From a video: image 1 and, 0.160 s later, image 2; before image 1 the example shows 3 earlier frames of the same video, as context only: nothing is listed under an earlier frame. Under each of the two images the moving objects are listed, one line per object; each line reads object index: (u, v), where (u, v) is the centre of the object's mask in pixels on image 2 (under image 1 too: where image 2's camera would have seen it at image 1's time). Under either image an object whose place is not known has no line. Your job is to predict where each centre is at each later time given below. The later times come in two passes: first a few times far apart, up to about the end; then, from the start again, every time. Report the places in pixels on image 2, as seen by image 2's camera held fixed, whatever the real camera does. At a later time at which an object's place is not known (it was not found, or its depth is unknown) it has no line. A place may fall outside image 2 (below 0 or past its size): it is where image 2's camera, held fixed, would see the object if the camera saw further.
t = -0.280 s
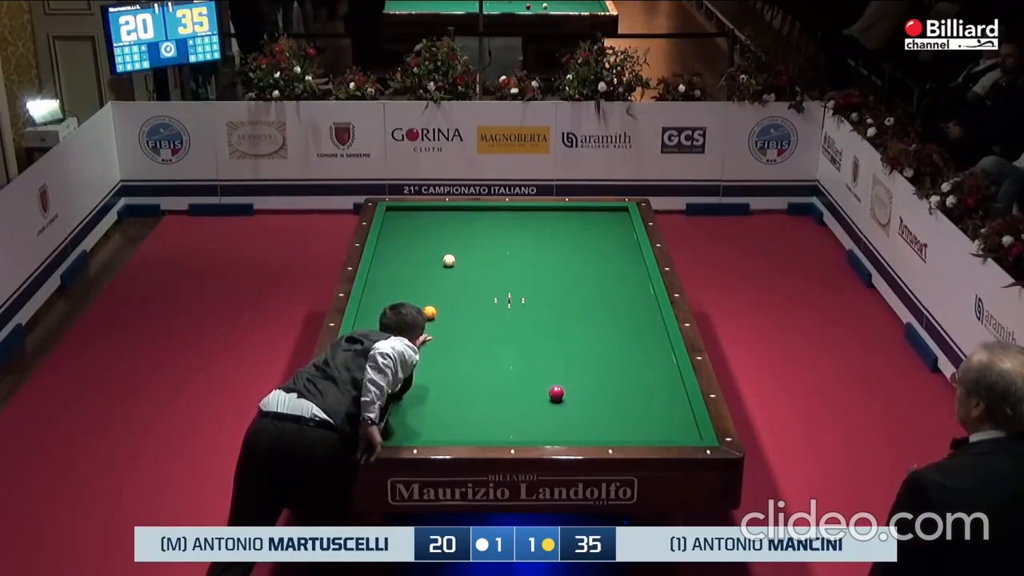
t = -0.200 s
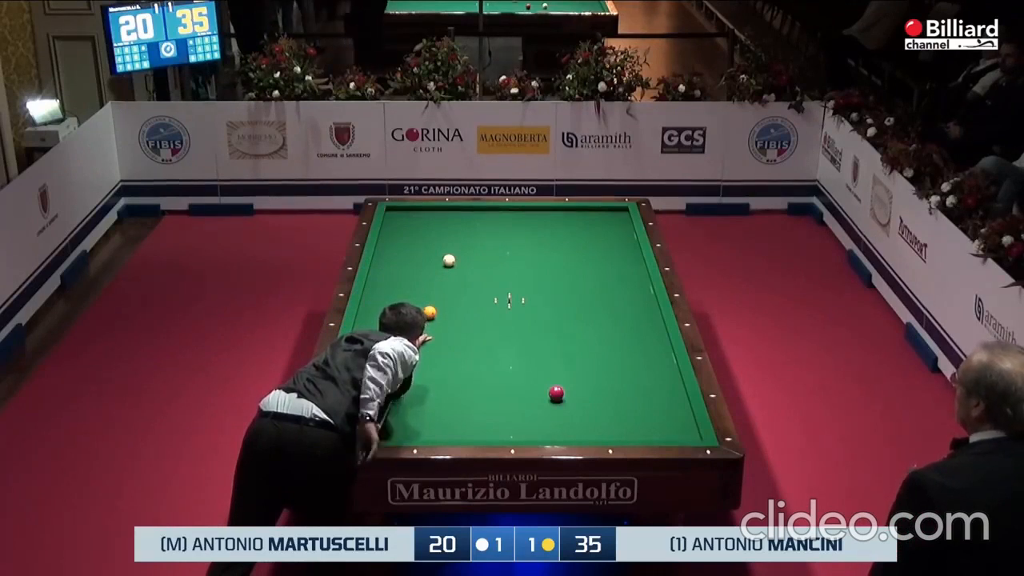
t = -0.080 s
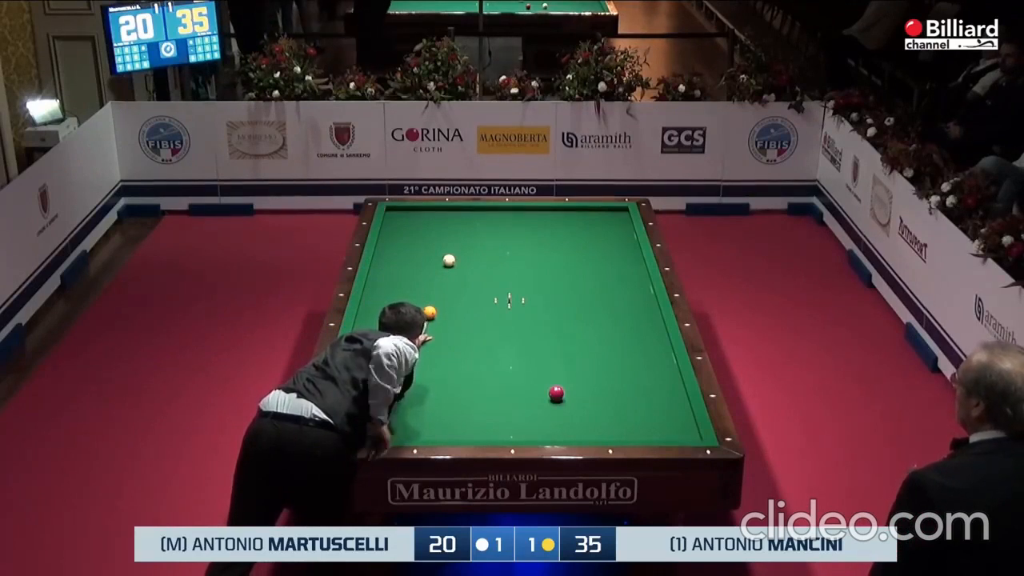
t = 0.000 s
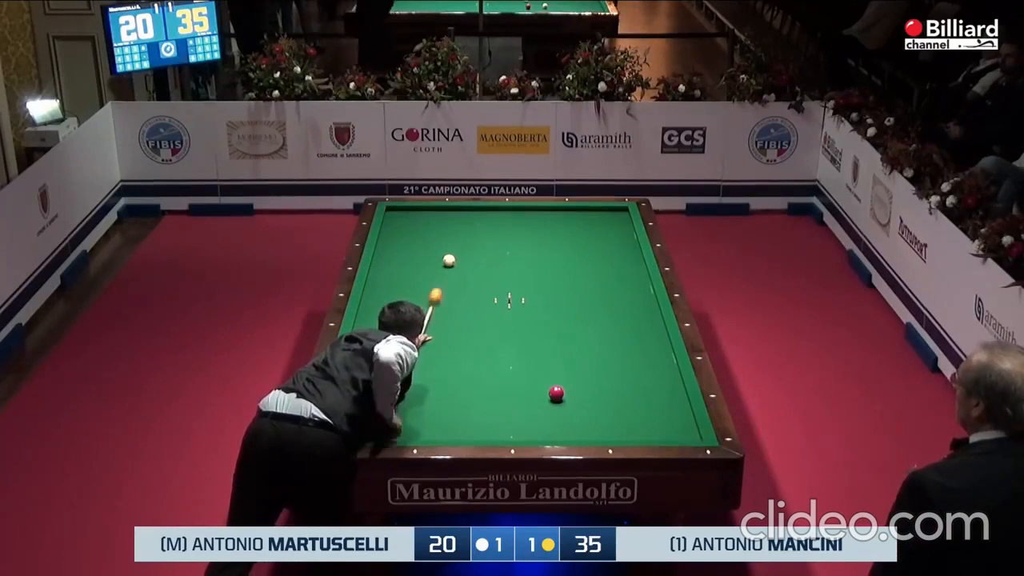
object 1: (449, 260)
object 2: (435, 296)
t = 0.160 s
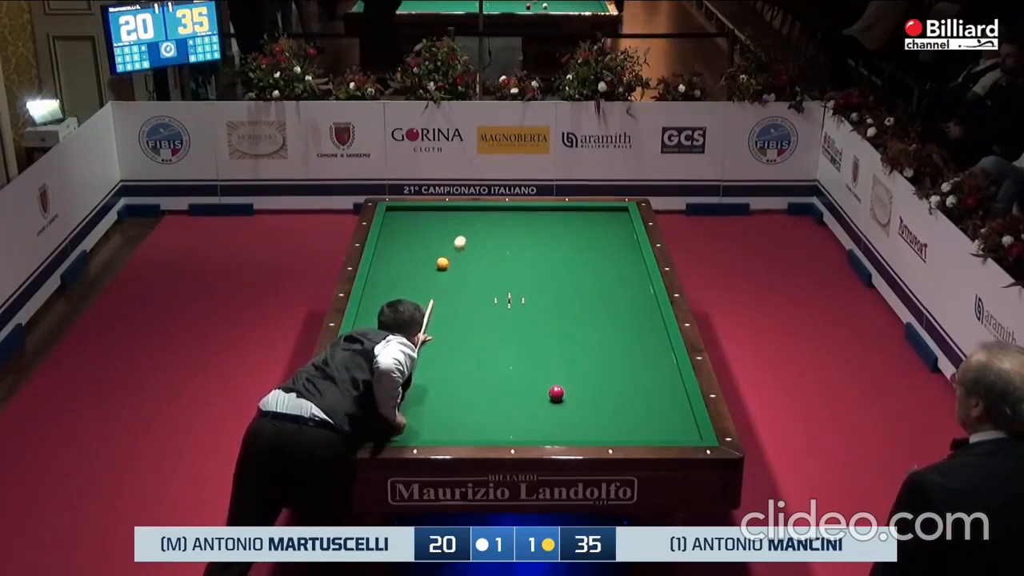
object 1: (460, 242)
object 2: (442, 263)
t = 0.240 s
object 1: (471, 223)
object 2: (438, 262)
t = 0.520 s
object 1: (490, 241)
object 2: (426, 257)
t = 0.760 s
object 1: (501, 283)
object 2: (415, 253)
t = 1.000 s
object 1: (512, 327)
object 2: (406, 250)
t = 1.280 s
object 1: (527, 389)
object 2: (395, 245)
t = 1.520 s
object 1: (538, 427)
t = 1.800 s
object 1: (531, 376)
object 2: (386, 239)
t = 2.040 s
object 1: (527, 345)
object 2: (391, 237)
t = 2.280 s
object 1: (524, 318)
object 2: (396, 235)
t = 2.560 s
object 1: (521, 291)
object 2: (401, 233)
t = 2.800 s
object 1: (519, 269)
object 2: (406, 232)
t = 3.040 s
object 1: (517, 250)
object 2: (410, 230)
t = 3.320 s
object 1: (514, 230)
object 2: (414, 228)
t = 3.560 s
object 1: (512, 214)
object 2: (417, 227)
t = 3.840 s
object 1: (511, 216)
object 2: (420, 226)
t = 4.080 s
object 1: (511, 225)
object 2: (423, 225)
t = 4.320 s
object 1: (510, 234)
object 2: (425, 224)
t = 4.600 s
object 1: (509, 246)
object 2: (428, 223)
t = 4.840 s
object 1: (508, 256)
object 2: (429, 223)
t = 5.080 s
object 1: (507, 266)
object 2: (431, 222)
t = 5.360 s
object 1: (506, 278)
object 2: (432, 222)
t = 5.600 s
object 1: (505, 289)
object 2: (433, 222)
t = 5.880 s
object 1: (504, 302)
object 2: (433, 222)
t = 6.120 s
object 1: (503, 314)
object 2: (433, 222)
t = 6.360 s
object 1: (502, 326)
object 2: (433, 222)
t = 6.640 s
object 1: (500, 340)
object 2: (433, 222)
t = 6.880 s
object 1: (499, 353)
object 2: (433, 222)
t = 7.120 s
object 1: (498, 365)
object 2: (433, 221)
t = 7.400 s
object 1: (497, 381)
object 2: (433, 222)
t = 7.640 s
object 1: (496, 394)
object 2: (433, 222)
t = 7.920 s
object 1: (495, 410)
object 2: (433, 222)
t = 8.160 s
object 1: (494, 424)
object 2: (433, 222)
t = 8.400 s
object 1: (494, 435)
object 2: (433, 221)
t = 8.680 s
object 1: (493, 429)
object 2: (433, 222)
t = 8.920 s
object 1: (492, 421)
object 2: (433, 222)
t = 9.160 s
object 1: (493, 414)
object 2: (433, 222)
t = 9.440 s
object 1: (492, 406)
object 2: (433, 222)
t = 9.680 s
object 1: (492, 400)
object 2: (433, 222)
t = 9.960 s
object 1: (493, 393)
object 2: (433, 222)
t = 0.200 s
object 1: (466, 232)
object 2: (441, 263)
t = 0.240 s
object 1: (471, 223)
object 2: (438, 262)
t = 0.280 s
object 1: (477, 214)
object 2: (436, 261)
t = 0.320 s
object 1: (481, 208)
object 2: (435, 261)
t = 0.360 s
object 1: (483, 214)
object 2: (433, 260)
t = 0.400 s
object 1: (485, 221)
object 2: (431, 259)
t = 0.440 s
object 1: (487, 227)
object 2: (429, 259)
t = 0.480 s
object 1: (489, 234)
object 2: (428, 258)
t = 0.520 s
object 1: (490, 241)
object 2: (426, 257)
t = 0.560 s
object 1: (492, 248)
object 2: (424, 257)
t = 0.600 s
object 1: (494, 255)
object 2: (422, 256)
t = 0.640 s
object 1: (496, 262)
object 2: (420, 255)
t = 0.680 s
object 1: (497, 269)
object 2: (419, 255)
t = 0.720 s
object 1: (499, 276)
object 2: (417, 254)
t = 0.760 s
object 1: (501, 283)
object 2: (415, 253)
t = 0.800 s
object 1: (503, 290)
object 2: (414, 253)
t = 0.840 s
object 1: (505, 297)
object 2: (412, 252)
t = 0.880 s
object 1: (507, 304)
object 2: (411, 252)
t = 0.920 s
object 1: (508, 312)
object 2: (409, 251)
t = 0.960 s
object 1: (510, 319)
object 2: (407, 250)
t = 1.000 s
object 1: (512, 327)
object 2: (406, 250)
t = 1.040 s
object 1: (514, 335)
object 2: (404, 249)
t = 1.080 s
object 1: (516, 343)
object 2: (403, 249)
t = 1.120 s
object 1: (518, 352)
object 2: (401, 248)
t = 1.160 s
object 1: (520, 361)
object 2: (399, 247)
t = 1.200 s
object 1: (522, 370)
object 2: (398, 247)
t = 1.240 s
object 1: (525, 379)
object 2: (396, 246)
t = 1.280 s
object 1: (527, 389)
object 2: (395, 245)
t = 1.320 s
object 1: (530, 398)
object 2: (394, 244)
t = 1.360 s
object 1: (532, 409)
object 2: (392, 241)
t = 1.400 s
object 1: (535, 419)
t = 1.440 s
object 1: (537, 430)
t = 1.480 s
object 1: (539, 434)
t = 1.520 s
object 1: (538, 427)
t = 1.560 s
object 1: (537, 418)
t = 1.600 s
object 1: (535, 410)
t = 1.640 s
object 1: (534, 402)
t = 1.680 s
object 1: (533, 395)
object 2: (386, 239)
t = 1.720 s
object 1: (533, 388)
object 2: (384, 240)
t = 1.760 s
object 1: (532, 382)
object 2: (385, 240)
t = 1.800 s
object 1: (531, 376)
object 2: (386, 239)
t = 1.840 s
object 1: (530, 370)
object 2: (387, 239)
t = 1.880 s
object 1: (530, 365)
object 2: (388, 238)
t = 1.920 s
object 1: (529, 360)
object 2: (388, 238)
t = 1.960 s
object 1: (529, 355)
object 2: (389, 238)
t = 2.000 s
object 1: (528, 350)
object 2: (390, 238)
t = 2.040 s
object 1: (527, 345)
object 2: (391, 237)
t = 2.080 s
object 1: (527, 341)
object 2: (392, 237)
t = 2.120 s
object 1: (526, 336)
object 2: (393, 236)
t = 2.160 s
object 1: (526, 331)
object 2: (394, 236)
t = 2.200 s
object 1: (525, 327)
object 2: (394, 236)
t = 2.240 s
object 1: (525, 323)
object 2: (395, 236)
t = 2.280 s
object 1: (524, 318)
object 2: (396, 235)
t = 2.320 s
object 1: (524, 314)
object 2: (397, 235)
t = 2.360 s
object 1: (524, 310)
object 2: (397, 235)
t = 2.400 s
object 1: (523, 306)
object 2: (398, 235)
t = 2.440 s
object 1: (523, 302)
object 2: (399, 234)
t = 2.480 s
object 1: (522, 298)
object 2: (400, 234)
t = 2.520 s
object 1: (522, 294)
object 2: (401, 233)
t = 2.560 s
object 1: (521, 291)
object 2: (401, 233)
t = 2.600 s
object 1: (521, 287)
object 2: (402, 233)
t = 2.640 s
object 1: (521, 283)
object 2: (403, 233)
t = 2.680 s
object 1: (520, 280)
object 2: (404, 232)
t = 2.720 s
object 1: (520, 276)
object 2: (404, 232)
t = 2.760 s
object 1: (519, 273)
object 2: (405, 232)
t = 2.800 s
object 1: (519, 269)
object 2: (406, 232)
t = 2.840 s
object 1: (518, 266)
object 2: (406, 231)
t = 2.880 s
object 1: (518, 263)
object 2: (407, 231)
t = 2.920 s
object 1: (518, 260)
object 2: (408, 231)
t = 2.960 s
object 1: (517, 256)
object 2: (408, 231)
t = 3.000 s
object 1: (517, 253)
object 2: (409, 230)
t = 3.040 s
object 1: (517, 250)
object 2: (410, 230)
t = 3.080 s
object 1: (516, 247)
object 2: (410, 230)
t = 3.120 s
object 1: (516, 244)
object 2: (411, 230)
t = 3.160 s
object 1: (516, 241)
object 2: (412, 230)
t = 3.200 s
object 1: (515, 238)
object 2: (412, 229)
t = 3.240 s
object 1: (515, 235)
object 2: (413, 229)
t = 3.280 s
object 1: (515, 233)
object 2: (413, 229)
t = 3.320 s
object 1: (514, 230)
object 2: (414, 228)
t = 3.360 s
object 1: (514, 227)
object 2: (414, 228)
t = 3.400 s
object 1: (514, 224)
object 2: (415, 228)
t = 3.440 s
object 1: (513, 222)
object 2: (415, 228)
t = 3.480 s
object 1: (513, 219)
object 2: (416, 227)
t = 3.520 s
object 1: (513, 217)
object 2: (417, 227)
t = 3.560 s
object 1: (512, 214)
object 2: (417, 227)
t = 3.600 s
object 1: (512, 211)
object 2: (418, 227)
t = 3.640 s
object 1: (512, 209)
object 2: (418, 227)
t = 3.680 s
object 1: (512, 209)
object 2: (419, 227)
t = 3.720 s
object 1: (512, 210)
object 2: (419, 226)
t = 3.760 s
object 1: (512, 212)
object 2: (420, 226)
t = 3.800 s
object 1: (512, 214)
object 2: (420, 226)
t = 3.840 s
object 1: (511, 216)
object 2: (420, 226)
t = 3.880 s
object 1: (511, 217)
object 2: (421, 226)
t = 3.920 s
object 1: (511, 219)
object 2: (421, 226)
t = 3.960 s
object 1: (511, 220)
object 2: (422, 225)
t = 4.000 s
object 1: (511, 222)
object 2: (422, 225)
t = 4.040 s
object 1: (511, 223)
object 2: (423, 225)
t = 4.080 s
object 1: (511, 225)
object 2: (423, 225)
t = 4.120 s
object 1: (511, 227)
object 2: (423, 225)
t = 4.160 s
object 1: (510, 228)
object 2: (424, 225)
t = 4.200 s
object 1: (510, 230)
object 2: (424, 225)
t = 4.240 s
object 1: (510, 231)
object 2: (425, 225)
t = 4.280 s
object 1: (510, 233)
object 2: (425, 224)
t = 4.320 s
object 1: (510, 234)
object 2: (425, 224)
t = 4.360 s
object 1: (510, 236)
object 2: (426, 224)
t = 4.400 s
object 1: (509, 238)
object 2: (426, 224)
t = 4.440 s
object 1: (509, 239)
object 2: (427, 224)
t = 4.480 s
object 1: (509, 241)
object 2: (427, 224)
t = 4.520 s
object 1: (509, 242)
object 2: (427, 224)
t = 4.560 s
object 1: (509, 244)
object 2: (428, 224)
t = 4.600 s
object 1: (509, 246)
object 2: (428, 223)
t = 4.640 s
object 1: (509, 247)
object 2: (428, 223)
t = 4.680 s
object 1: (509, 249)
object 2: (429, 223)
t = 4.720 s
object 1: (508, 251)
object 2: (429, 223)
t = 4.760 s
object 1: (508, 252)
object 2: (429, 223)
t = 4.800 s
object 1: (508, 254)
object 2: (429, 223)
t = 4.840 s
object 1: (508, 256)
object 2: (429, 223)
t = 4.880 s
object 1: (508, 257)
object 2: (430, 223)
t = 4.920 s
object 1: (508, 259)
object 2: (430, 223)
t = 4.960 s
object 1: (507, 261)
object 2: (430, 223)
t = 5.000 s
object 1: (507, 262)
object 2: (430, 223)
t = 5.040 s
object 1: (507, 264)
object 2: (430, 223)
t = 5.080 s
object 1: (507, 266)
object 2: (431, 222)
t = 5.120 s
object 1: (507, 268)
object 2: (431, 222)
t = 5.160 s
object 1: (507, 269)
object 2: (431, 222)
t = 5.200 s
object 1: (507, 271)
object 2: (431, 222)
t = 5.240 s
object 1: (507, 273)
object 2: (431, 222)
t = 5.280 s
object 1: (506, 275)
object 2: (432, 222)
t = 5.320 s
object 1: (506, 276)
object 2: (432, 222)
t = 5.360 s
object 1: (506, 278)
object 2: (432, 222)
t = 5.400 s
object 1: (506, 280)
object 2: (432, 222)
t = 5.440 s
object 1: (506, 282)
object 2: (432, 222)
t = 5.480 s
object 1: (506, 284)
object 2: (432, 222)
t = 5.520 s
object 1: (505, 286)
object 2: (432, 222)
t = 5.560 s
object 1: (505, 287)
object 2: (432, 222)
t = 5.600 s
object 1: (505, 289)
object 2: (433, 222)
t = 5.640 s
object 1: (505, 291)
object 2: (433, 222)
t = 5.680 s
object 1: (505, 293)
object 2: (433, 221)
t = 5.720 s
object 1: (505, 295)
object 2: (433, 222)
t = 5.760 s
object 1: (504, 297)
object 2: (433, 222)
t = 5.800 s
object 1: (504, 299)
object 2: (433, 222)
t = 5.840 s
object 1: (504, 300)
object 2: (433, 222)
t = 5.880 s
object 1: (504, 302)
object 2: (433, 222)
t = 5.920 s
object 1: (504, 304)
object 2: (433, 222)
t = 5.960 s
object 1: (503, 306)
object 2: (433, 222)
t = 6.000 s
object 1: (503, 308)
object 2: (433, 222)
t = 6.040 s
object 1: (503, 310)
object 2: (433, 222)
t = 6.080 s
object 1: (503, 312)
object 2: (433, 222)
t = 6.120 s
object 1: (503, 314)
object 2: (433, 222)
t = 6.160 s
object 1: (503, 316)
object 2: (433, 222)
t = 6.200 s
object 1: (502, 318)
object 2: (433, 222)
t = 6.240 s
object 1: (502, 320)
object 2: (433, 222)
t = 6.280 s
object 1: (502, 322)
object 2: (433, 222)
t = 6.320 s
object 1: (502, 324)
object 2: (433, 222)
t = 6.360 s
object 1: (502, 326)
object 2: (433, 222)
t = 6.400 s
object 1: (501, 328)
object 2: (433, 222)
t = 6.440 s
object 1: (501, 330)
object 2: (433, 222)
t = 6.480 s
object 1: (501, 332)
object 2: (433, 222)
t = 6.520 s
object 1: (501, 334)
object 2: (433, 222)
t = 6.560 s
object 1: (501, 336)
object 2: (433, 222)
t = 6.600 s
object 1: (500, 338)
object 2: (433, 222)
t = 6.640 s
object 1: (500, 340)
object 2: (433, 222)
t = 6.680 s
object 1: (500, 342)
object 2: (433, 221)
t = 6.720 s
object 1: (500, 344)
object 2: (433, 221)
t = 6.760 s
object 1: (500, 346)
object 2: (433, 221)
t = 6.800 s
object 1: (500, 348)
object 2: (433, 222)
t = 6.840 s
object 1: (499, 350)
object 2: (433, 222)
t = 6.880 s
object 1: (499, 353)
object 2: (433, 222)
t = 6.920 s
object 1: (499, 354)
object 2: (433, 222)
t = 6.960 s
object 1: (499, 357)
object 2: (433, 222)
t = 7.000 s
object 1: (499, 359)
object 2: (433, 222)
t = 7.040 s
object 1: (498, 361)
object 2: (433, 221)
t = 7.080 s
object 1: (498, 363)
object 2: (433, 221)
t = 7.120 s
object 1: (498, 365)
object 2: (433, 221)
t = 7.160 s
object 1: (498, 367)
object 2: (433, 222)
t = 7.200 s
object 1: (498, 370)
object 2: (433, 222)
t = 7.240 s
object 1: (497, 372)
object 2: (433, 222)
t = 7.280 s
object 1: (497, 374)
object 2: (433, 221)
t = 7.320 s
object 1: (497, 376)
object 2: (433, 221)
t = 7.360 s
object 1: (497, 378)
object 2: (433, 222)
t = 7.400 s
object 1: (497, 381)
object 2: (433, 222)
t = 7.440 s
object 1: (496, 383)
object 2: (433, 222)
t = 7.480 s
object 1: (496, 385)
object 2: (433, 222)
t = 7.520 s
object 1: (496, 387)
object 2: (433, 222)
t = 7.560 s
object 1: (496, 390)
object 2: (433, 222)
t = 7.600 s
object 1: (496, 392)
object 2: (433, 222)
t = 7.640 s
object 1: (496, 394)
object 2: (433, 222)
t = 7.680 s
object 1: (496, 396)
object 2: (433, 222)
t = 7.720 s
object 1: (496, 399)
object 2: (433, 222)
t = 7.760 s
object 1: (496, 401)
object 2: (433, 222)
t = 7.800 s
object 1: (495, 403)
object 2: (433, 221)
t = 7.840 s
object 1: (495, 406)
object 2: (433, 222)
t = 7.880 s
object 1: (495, 408)
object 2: (433, 221)
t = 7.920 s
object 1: (495, 410)
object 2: (433, 222)
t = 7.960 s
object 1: (495, 412)
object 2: (433, 221)
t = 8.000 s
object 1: (495, 415)
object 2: (433, 221)
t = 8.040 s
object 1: (495, 418)
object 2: (433, 222)
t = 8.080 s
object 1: (494, 420)
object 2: (433, 222)
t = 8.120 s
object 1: (494, 422)
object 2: (433, 222)
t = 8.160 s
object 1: (494, 424)
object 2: (433, 222)
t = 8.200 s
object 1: (494, 427)
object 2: (433, 222)
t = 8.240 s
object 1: (494, 429)
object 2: (433, 222)
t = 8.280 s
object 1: (494, 431)
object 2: (433, 222)
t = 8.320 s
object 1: (494, 432)
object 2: (433, 221)
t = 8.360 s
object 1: (494, 433)
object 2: (433, 221)
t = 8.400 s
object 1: (494, 435)
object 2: (433, 221)
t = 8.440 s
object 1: (493, 435)
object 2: (433, 222)
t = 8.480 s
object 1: (493, 434)
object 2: (433, 222)
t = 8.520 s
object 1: (493, 433)
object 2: (433, 222)
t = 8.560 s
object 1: (493, 432)
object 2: (433, 222)
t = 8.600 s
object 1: (493, 431)
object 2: (433, 222)
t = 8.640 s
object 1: (493, 431)
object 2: (433, 222)
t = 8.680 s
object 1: (493, 429)
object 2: (433, 222)
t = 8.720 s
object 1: (493, 428)
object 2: (433, 222)
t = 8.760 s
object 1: (492, 426)
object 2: (433, 222)
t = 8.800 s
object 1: (493, 425)
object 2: (433, 222)
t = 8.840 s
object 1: (492, 424)
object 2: (433, 222)
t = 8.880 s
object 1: (492, 423)
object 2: (433, 222)
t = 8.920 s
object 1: (492, 421)
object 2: (433, 222)
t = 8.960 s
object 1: (492, 420)
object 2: (433, 222)
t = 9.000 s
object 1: (492, 419)
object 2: (433, 222)
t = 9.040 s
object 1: (492, 418)
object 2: (433, 222)
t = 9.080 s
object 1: (492, 416)
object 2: (433, 222)
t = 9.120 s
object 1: (492, 415)
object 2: (433, 222)
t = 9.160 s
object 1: (493, 414)
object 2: (433, 222)
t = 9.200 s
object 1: (492, 413)
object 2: (433, 222)
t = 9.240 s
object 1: (492, 412)
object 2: (433, 222)
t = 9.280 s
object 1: (492, 411)
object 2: (433, 222)
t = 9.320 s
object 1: (492, 409)
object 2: (433, 222)
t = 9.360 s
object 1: (492, 408)
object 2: (433, 222)
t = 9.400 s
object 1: (492, 407)
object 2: (433, 222)
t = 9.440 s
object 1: (492, 406)
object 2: (433, 222)
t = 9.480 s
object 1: (492, 405)
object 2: (433, 222)
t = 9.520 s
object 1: (492, 404)
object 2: (433, 222)
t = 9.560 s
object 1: (492, 403)
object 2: (433, 221)
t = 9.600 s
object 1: (492, 402)
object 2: (433, 221)
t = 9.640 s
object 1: (492, 400)
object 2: (433, 222)
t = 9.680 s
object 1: (492, 400)
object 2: (433, 222)
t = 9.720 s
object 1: (492, 399)
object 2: (433, 222)
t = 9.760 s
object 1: (493, 397)
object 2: (433, 222)
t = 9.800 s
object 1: (492, 397)
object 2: (433, 222)
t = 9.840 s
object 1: (493, 396)
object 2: (433, 222)
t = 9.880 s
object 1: (493, 395)
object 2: (433, 222)
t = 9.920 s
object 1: (493, 394)
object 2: (433, 222)
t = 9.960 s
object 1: (493, 393)
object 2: (433, 222)
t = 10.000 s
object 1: (493, 392)
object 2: (433, 222)
